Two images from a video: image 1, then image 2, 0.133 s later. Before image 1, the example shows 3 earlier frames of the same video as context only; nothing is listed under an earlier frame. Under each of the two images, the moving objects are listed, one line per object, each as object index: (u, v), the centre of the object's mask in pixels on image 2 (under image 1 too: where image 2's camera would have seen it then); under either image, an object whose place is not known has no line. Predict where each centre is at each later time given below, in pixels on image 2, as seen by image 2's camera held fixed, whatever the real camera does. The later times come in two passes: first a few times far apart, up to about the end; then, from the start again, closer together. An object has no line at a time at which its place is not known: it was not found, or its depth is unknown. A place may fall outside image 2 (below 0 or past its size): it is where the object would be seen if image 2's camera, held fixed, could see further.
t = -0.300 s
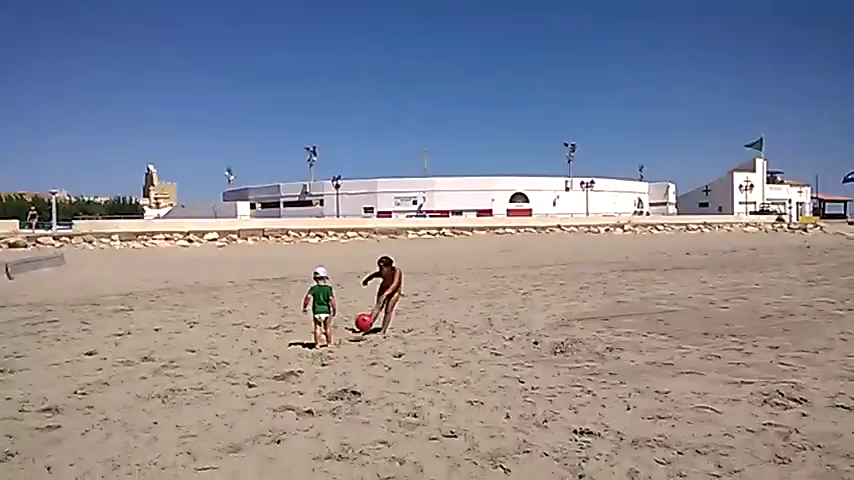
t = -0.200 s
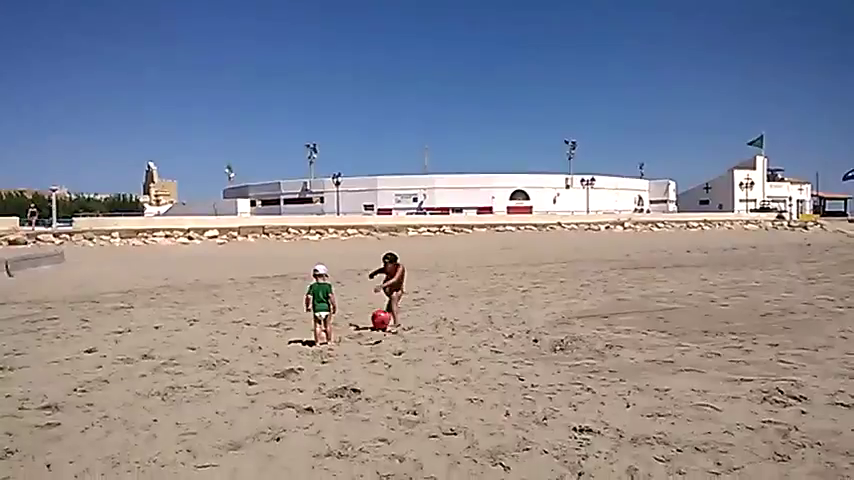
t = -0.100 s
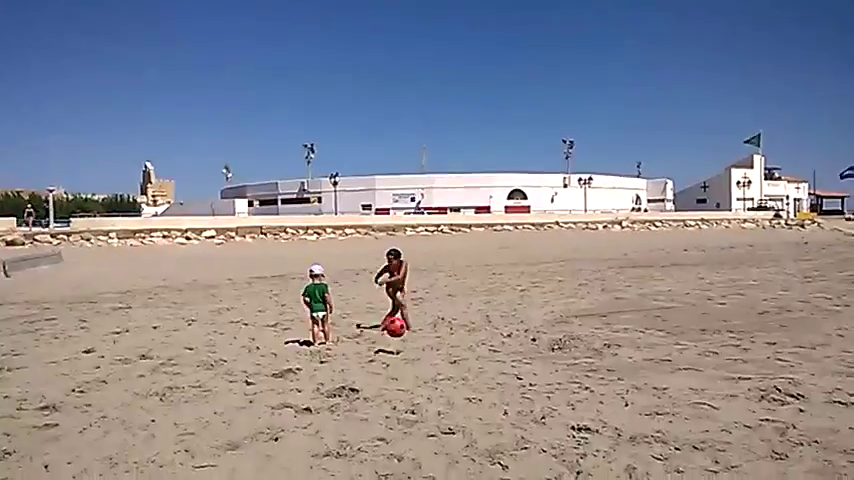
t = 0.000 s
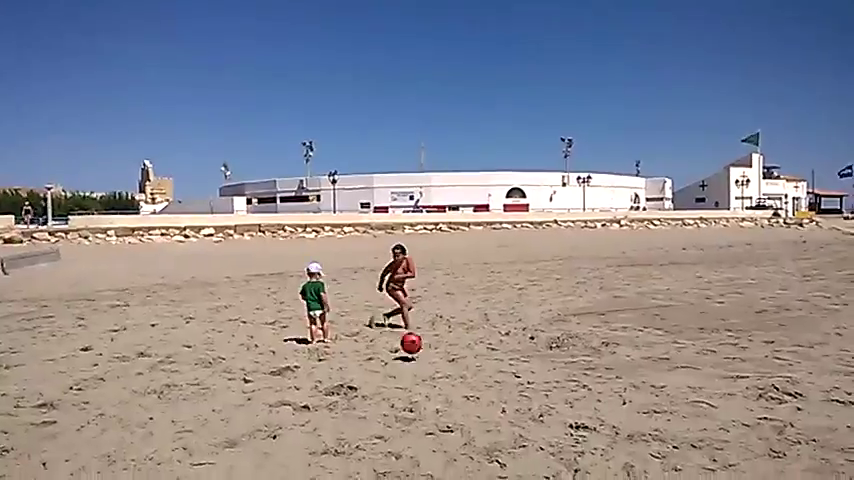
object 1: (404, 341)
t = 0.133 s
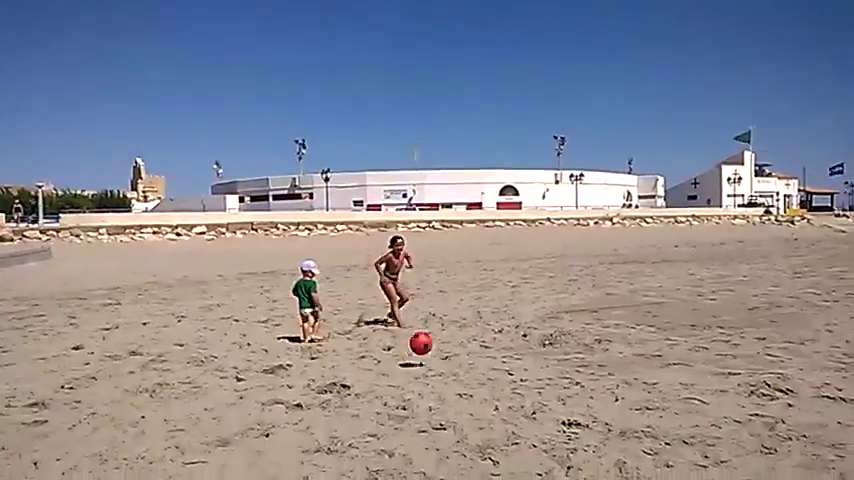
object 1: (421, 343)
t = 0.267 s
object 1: (431, 336)
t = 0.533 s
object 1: (454, 368)
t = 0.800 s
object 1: (482, 379)
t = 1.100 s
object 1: (504, 390)
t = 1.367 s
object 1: (518, 399)
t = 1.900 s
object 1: (524, 400)
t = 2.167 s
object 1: (512, 399)
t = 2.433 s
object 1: (507, 399)
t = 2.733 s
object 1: (508, 399)
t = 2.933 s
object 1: (509, 399)
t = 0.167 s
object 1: (423, 340)
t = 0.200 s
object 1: (426, 339)
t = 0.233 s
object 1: (428, 337)
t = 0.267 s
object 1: (431, 336)
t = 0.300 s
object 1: (434, 337)
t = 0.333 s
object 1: (437, 339)
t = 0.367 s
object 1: (440, 342)
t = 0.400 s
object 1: (443, 347)
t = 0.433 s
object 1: (446, 354)
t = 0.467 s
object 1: (448, 363)
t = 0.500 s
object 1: (450, 371)
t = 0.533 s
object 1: (454, 368)
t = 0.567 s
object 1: (457, 366)
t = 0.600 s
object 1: (460, 365)
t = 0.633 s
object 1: (464, 365)
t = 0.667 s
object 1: (467, 366)
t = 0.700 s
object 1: (471, 369)
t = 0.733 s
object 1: (475, 373)
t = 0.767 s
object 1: (478, 378)
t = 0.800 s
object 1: (482, 379)
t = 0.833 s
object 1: (485, 380)
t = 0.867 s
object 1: (488, 380)
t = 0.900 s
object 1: (490, 382)
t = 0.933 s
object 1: (493, 383)
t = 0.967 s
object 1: (495, 385)
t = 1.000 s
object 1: (498, 388)
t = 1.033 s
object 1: (500, 389)
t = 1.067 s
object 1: (502, 390)
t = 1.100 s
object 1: (504, 390)
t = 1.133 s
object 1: (506, 391)
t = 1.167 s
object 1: (508, 393)
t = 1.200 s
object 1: (510, 394)
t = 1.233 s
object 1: (512, 396)
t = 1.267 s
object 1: (513, 396)
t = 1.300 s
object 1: (514, 397)
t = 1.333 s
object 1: (516, 398)
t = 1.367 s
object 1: (518, 399)
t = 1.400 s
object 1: (519, 399)
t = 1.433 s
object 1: (520, 399)
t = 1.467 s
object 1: (522, 400)
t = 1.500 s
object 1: (523, 400)
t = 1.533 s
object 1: (524, 400)
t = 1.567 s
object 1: (526, 400)
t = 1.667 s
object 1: (527, 400)
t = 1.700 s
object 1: (528, 400)
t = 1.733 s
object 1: (528, 400)
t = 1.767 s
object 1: (528, 400)
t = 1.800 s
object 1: (527, 400)
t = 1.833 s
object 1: (526, 400)
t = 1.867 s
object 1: (525, 400)
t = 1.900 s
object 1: (524, 400)
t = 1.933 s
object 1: (523, 400)
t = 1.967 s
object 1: (521, 400)
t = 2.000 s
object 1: (520, 399)
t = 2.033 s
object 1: (518, 399)
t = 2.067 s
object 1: (516, 399)
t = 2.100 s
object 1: (514, 399)
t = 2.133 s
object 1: (513, 399)
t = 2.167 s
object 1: (512, 399)
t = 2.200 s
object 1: (511, 399)
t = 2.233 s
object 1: (509, 399)
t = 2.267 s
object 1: (509, 399)
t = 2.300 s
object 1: (508, 399)
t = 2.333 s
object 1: (507, 399)
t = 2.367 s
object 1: (507, 399)
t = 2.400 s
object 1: (507, 399)
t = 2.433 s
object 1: (507, 399)
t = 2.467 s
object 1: (507, 399)
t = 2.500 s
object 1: (507, 399)
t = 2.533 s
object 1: (507, 399)
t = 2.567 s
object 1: (507, 399)
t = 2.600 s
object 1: (507, 399)
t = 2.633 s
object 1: (507, 399)
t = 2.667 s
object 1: (508, 399)
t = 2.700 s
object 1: (508, 399)
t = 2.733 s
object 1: (508, 399)
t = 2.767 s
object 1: (508, 399)
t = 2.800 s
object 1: (508, 399)
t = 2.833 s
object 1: (508, 399)
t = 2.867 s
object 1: (509, 399)
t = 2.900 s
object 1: (509, 399)
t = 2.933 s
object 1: (509, 399)
